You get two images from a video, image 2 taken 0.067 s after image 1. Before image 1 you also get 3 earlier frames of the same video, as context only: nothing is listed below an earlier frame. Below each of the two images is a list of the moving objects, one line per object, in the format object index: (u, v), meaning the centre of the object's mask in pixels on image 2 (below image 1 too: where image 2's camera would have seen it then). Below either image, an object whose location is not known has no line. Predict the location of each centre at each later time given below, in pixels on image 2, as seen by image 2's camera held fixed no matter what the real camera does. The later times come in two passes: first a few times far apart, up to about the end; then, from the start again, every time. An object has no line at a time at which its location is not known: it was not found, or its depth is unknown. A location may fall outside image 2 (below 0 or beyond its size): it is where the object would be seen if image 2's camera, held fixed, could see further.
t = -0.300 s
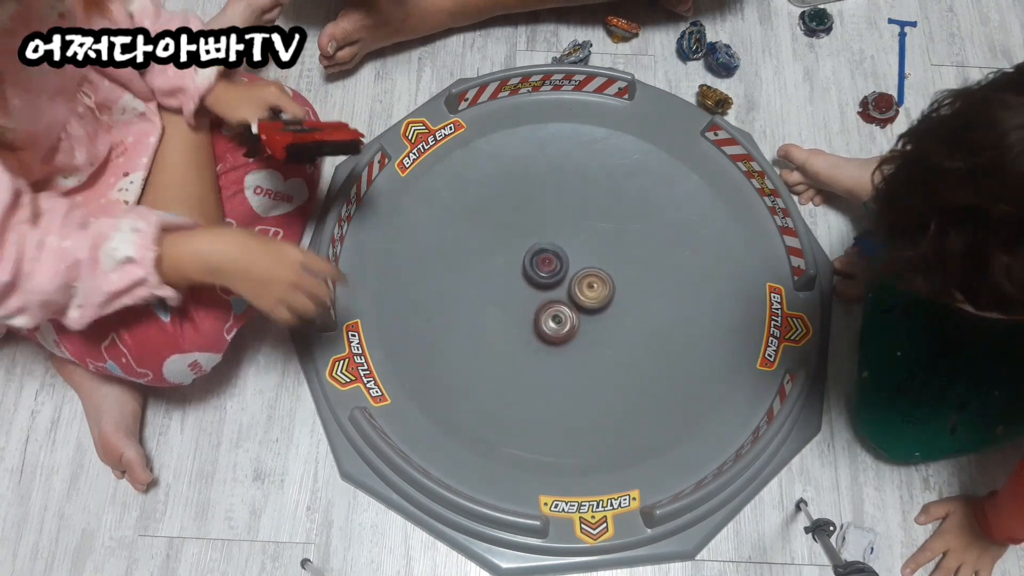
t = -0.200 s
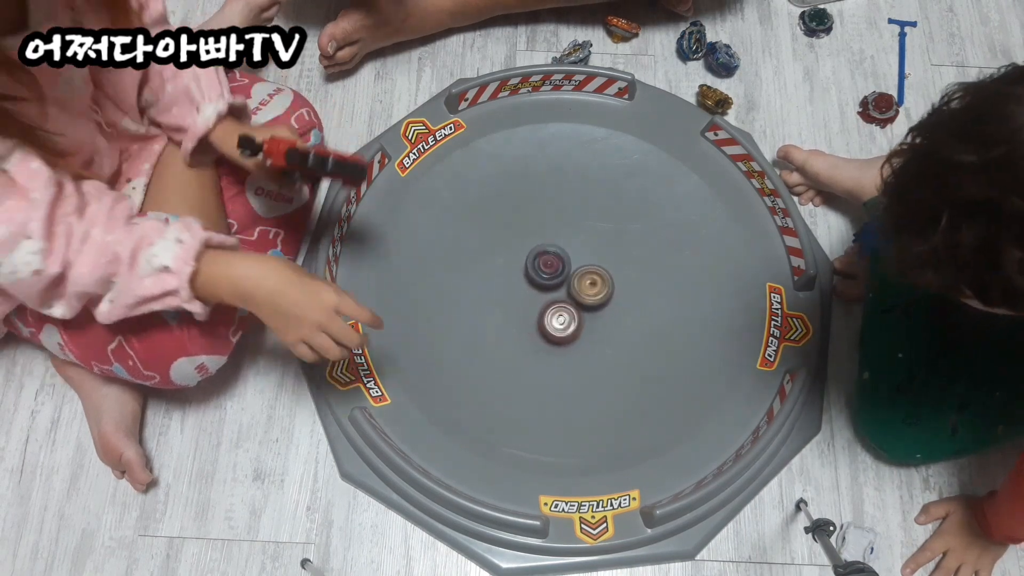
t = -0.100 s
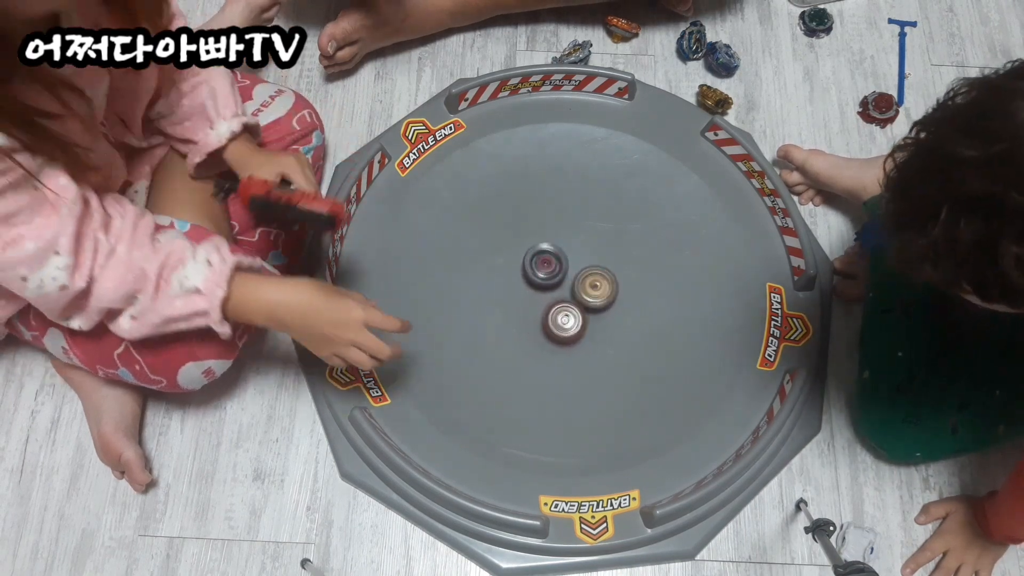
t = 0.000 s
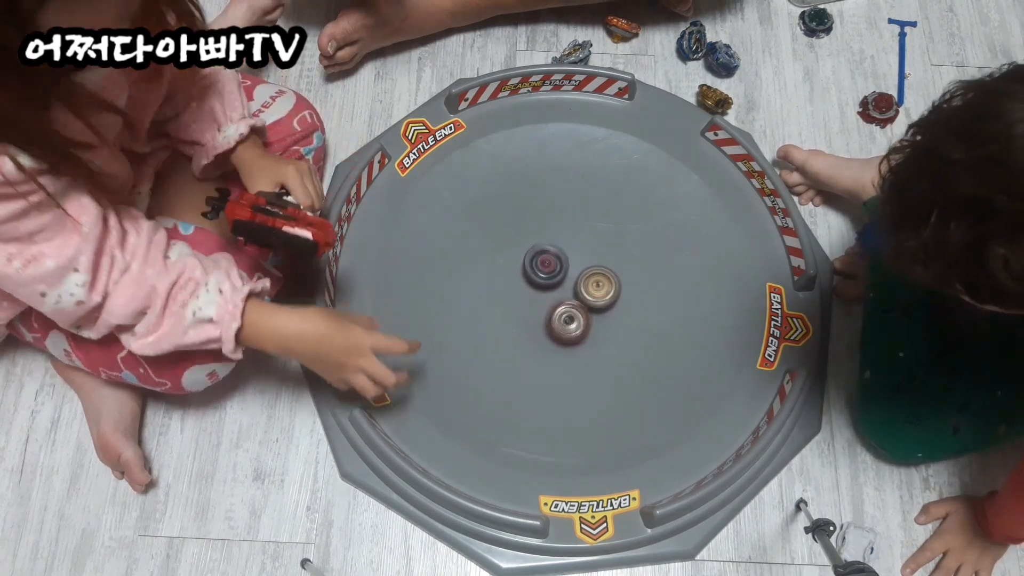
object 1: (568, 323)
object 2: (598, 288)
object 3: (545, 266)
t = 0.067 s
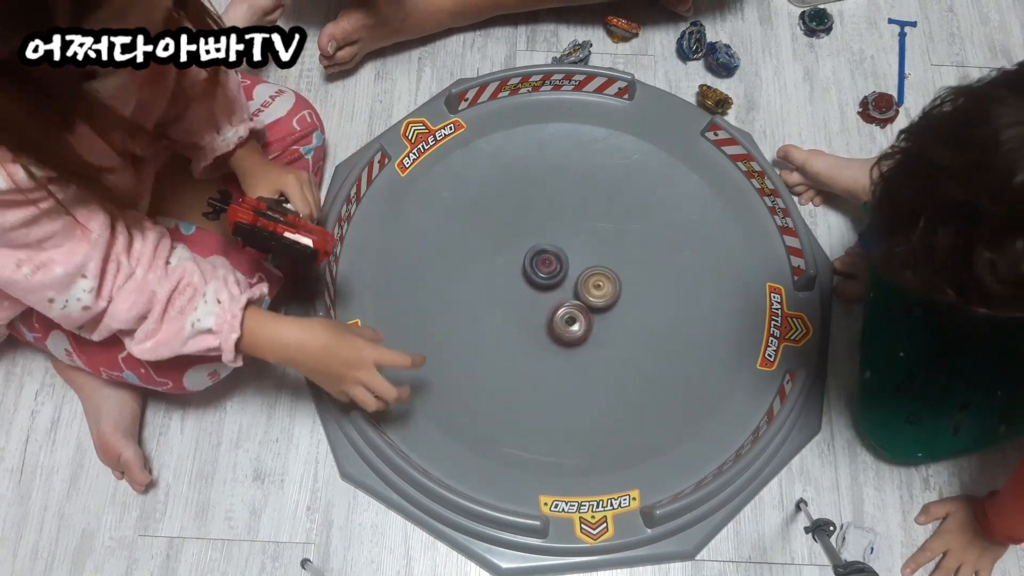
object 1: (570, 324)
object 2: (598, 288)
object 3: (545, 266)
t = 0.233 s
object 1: (573, 325)
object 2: (597, 288)
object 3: (551, 269)
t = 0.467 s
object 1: (570, 324)
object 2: (600, 289)
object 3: (552, 274)
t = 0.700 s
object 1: (561, 322)
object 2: (603, 288)
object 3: (553, 275)
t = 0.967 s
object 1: (565, 318)
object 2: (600, 285)
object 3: (553, 272)
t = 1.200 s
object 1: (572, 318)
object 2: (600, 284)
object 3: (545, 270)
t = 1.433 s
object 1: (570, 320)
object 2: (598, 279)
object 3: (542, 272)
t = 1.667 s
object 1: (571, 319)
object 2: (593, 273)
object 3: (547, 279)
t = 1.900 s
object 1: (574, 320)
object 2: (595, 270)
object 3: (544, 282)
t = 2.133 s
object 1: (578, 321)
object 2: (591, 269)
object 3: (547, 283)
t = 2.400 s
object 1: (580, 320)
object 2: (593, 269)
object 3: (545, 288)
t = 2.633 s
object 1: (586, 319)
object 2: (592, 272)
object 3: (547, 290)
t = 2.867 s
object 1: (590, 320)
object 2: (593, 274)
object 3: (545, 294)
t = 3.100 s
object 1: (590, 321)
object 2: (592, 277)
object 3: (542, 297)
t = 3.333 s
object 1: (586, 322)
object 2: (587, 275)
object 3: (545, 295)
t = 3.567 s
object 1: (587, 318)
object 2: (586, 269)
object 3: (544, 292)
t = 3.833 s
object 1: (599, 307)
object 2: (585, 264)
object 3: (546, 290)
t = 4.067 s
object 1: (603, 307)
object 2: (588, 262)
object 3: (546, 290)
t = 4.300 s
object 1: (599, 304)
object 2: (592, 261)
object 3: (545, 292)
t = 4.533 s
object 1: (603, 312)
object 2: (594, 263)
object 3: (543, 289)
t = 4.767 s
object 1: (600, 310)
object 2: (589, 266)
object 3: (544, 287)
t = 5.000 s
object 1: (599, 307)
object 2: (585, 264)
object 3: (542, 286)
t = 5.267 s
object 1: (603, 300)
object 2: (582, 260)
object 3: (544, 285)
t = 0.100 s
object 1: (570, 323)
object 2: (598, 288)
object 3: (546, 266)
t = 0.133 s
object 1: (571, 324)
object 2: (598, 288)
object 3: (547, 267)
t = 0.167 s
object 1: (572, 324)
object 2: (598, 288)
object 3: (548, 268)
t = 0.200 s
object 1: (572, 325)
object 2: (597, 288)
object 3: (550, 269)
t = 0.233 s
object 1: (573, 325)
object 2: (597, 288)
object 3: (551, 269)
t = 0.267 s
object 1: (572, 325)
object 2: (597, 288)
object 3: (552, 270)
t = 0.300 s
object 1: (572, 325)
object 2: (599, 289)
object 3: (551, 271)
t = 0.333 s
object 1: (573, 325)
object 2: (599, 289)
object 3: (551, 272)
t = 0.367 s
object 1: (573, 325)
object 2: (599, 289)
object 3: (551, 272)
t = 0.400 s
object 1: (572, 325)
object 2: (600, 289)
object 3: (552, 273)
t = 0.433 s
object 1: (572, 325)
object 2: (600, 289)
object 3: (552, 273)
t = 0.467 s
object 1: (570, 324)
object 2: (600, 289)
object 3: (552, 274)
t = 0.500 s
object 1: (568, 324)
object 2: (600, 288)
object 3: (553, 275)
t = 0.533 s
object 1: (565, 324)
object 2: (600, 288)
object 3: (554, 275)
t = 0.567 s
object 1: (564, 323)
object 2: (601, 288)
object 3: (554, 276)
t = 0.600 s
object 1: (563, 323)
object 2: (602, 288)
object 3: (553, 276)
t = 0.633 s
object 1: (561, 324)
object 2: (603, 288)
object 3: (553, 276)
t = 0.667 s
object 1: (561, 322)
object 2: (603, 288)
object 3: (553, 275)
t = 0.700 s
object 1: (561, 322)
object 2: (603, 288)
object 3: (553, 275)
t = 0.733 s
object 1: (562, 321)
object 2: (603, 288)
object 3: (553, 275)
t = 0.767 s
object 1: (561, 320)
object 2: (603, 287)
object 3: (553, 275)
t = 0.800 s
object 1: (561, 320)
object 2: (603, 287)
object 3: (552, 274)
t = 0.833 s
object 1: (561, 319)
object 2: (603, 287)
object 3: (553, 273)
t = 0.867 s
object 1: (563, 318)
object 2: (602, 287)
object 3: (552, 273)
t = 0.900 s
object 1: (564, 319)
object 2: (602, 286)
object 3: (552, 272)
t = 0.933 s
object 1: (565, 319)
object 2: (601, 286)
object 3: (553, 272)
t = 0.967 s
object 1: (565, 318)
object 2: (600, 285)
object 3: (553, 272)
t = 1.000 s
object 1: (566, 317)
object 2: (599, 285)
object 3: (553, 271)
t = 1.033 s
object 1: (568, 317)
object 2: (598, 284)
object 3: (552, 271)
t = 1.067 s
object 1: (569, 319)
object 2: (599, 285)
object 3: (550, 271)
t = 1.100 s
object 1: (570, 317)
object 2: (600, 285)
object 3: (549, 271)
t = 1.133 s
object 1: (572, 318)
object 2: (600, 284)
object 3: (548, 270)
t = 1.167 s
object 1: (573, 318)
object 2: (601, 284)
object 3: (546, 270)
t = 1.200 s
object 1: (572, 318)
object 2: (600, 284)
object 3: (545, 270)
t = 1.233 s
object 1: (573, 317)
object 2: (601, 284)
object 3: (544, 270)
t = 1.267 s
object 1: (574, 318)
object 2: (600, 283)
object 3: (543, 270)
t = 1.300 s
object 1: (574, 318)
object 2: (600, 282)
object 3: (542, 270)
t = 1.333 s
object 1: (573, 318)
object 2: (599, 282)
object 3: (542, 271)
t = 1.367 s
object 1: (573, 318)
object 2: (599, 281)
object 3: (542, 271)
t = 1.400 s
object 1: (571, 319)
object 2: (599, 281)
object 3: (542, 272)
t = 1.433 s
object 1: (570, 320)
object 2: (598, 279)
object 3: (542, 272)
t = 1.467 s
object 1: (570, 319)
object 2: (598, 278)
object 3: (542, 273)
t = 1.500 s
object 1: (569, 319)
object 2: (597, 278)
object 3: (543, 274)
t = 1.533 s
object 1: (569, 318)
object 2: (597, 277)
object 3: (544, 275)
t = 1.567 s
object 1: (569, 317)
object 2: (596, 276)
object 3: (545, 276)
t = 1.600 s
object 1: (568, 318)
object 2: (595, 275)
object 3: (545, 277)
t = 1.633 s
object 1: (570, 318)
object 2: (594, 274)
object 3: (546, 278)
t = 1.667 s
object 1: (571, 319)
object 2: (593, 273)
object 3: (547, 279)
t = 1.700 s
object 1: (571, 318)
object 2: (594, 273)
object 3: (545, 280)
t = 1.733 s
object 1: (572, 318)
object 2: (595, 272)
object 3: (545, 281)
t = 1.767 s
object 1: (572, 319)
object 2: (595, 272)
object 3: (545, 281)
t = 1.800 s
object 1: (572, 318)
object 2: (595, 271)
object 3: (544, 282)
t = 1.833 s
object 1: (573, 320)
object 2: (595, 271)
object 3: (544, 282)
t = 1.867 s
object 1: (573, 320)
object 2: (595, 270)
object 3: (544, 282)
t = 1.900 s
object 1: (574, 320)
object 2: (595, 270)
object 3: (544, 282)
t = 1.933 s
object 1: (575, 320)
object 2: (594, 270)
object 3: (544, 282)
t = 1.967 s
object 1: (576, 321)
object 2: (594, 270)
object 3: (544, 282)
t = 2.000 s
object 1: (576, 321)
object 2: (594, 269)
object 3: (545, 282)
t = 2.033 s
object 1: (576, 321)
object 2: (593, 269)
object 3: (545, 282)
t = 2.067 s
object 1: (576, 320)
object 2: (592, 269)
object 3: (546, 283)
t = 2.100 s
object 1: (577, 321)
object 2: (591, 269)
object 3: (547, 283)
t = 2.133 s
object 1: (578, 321)
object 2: (591, 269)
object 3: (547, 283)
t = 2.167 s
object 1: (577, 321)
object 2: (591, 269)
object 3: (548, 284)
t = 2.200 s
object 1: (577, 321)
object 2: (591, 269)
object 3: (548, 284)
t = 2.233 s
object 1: (578, 321)
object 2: (591, 269)
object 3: (547, 285)
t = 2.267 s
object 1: (578, 321)
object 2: (591, 269)
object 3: (547, 285)
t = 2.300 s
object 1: (578, 321)
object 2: (593, 269)
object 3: (547, 287)
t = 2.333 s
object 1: (579, 321)
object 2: (592, 269)
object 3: (546, 287)
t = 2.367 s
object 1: (581, 320)
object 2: (593, 268)
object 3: (546, 287)
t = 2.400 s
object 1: (580, 320)
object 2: (593, 269)
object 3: (545, 288)
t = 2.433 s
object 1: (580, 319)
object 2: (593, 269)
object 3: (545, 288)
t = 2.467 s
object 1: (581, 319)
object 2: (593, 269)
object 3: (545, 288)
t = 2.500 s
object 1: (583, 319)
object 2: (593, 270)
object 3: (545, 289)
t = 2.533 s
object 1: (583, 319)
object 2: (593, 270)
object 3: (546, 289)
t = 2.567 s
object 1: (583, 319)
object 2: (593, 271)
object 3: (546, 289)
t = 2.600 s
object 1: (584, 318)
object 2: (592, 271)
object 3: (546, 290)
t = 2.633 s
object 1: (586, 319)
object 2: (592, 272)
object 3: (547, 290)
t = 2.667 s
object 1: (586, 320)
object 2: (591, 272)
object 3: (548, 290)
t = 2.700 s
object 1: (586, 319)
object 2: (590, 273)
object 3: (548, 290)
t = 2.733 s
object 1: (588, 319)
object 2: (591, 273)
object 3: (548, 292)
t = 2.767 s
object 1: (589, 320)
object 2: (590, 274)
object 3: (548, 292)
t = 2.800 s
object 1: (588, 320)
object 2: (591, 274)
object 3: (546, 293)
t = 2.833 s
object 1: (589, 320)
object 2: (593, 274)
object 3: (546, 294)
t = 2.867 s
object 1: (590, 320)
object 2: (593, 274)
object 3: (545, 294)
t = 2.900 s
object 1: (590, 321)
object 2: (593, 275)
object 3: (543, 294)
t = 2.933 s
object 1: (590, 321)
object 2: (593, 275)
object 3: (544, 295)
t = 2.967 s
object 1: (590, 321)
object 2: (593, 275)
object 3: (543, 295)
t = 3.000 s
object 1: (590, 320)
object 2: (593, 276)
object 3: (542, 296)
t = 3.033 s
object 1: (591, 321)
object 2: (593, 276)
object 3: (542, 297)
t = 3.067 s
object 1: (590, 321)
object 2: (592, 276)
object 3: (542, 296)
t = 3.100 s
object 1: (590, 321)
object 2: (592, 277)
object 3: (542, 297)
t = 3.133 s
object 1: (588, 320)
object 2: (591, 277)
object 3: (543, 297)
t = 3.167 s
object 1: (587, 320)
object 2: (591, 277)
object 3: (543, 297)
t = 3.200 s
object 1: (586, 322)
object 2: (591, 277)
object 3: (543, 297)
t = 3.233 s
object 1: (586, 323)
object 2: (590, 276)
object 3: (543, 297)
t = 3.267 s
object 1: (586, 323)
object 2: (589, 276)
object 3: (544, 296)
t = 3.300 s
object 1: (586, 322)
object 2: (588, 276)
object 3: (544, 295)
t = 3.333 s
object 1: (586, 322)
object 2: (587, 275)
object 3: (545, 295)
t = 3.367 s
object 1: (587, 323)
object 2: (587, 274)
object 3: (545, 294)
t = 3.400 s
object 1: (587, 322)
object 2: (587, 274)
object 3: (545, 294)
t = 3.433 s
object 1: (587, 322)
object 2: (587, 273)
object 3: (546, 293)
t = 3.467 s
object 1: (587, 321)
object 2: (587, 272)
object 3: (545, 293)
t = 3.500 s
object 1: (587, 321)
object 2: (586, 271)
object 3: (545, 293)
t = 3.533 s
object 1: (588, 320)
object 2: (586, 270)
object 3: (546, 292)
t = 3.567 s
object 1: (587, 318)
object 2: (586, 269)
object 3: (544, 292)
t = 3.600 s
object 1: (589, 316)
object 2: (586, 269)
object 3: (545, 293)
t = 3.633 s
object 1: (590, 313)
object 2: (586, 267)
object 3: (546, 291)
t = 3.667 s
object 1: (591, 312)
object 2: (586, 267)
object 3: (544, 291)
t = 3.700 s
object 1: (593, 310)
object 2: (585, 266)
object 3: (545, 291)
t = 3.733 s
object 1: (595, 308)
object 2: (585, 265)
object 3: (546, 291)
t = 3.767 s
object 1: (597, 307)
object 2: (586, 265)
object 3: (545, 290)
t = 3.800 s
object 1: (598, 307)
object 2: (585, 265)
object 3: (545, 290)
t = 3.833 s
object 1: (599, 307)
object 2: (585, 264)
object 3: (546, 290)
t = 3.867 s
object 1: (600, 307)
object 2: (585, 264)
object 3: (547, 289)
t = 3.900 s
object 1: (602, 307)
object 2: (585, 264)
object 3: (546, 289)
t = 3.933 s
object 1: (602, 307)
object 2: (585, 263)
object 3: (547, 288)
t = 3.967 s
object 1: (602, 307)
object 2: (585, 263)
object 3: (547, 289)
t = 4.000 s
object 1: (601, 307)
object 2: (585, 263)
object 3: (547, 289)
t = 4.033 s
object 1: (602, 306)
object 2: (586, 263)
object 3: (547, 288)
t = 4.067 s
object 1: (603, 307)
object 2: (588, 262)
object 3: (546, 290)
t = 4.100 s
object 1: (603, 307)
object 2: (588, 262)
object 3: (547, 290)
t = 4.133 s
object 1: (602, 307)
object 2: (588, 261)
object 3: (546, 289)
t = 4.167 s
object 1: (601, 307)
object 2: (590, 260)
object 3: (545, 290)
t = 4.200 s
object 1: (602, 306)
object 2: (590, 261)
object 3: (546, 291)
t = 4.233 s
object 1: (601, 306)
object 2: (590, 261)
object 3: (546, 291)
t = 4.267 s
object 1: (600, 305)
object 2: (591, 260)
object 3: (545, 291)
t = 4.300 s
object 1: (599, 304)
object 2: (592, 261)
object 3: (545, 292)
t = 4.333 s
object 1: (596, 304)
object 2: (593, 261)
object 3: (547, 292)
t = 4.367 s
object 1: (594, 305)
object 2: (593, 261)
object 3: (547, 291)
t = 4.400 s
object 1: (594, 307)
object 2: (594, 261)
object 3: (545, 291)
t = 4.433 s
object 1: (598, 308)
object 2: (594, 261)
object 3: (544, 292)
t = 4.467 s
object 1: (602, 309)
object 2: (594, 262)
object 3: (545, 292)
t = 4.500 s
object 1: (604, 311)
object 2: (594, 262)
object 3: (545, 290)
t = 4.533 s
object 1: (603, 312)
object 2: (594, 263)
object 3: (543, 289)
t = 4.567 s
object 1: (600, 312)
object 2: (594, 263)
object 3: (543, 291)
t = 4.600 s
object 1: (600, 311)
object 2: (593, 264)
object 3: (544, 290)
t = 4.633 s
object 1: (600, 311)
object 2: (593, 264)
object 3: (544, 288)
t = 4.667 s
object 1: (601, 311)
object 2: (592, 265)
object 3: (542, 288)
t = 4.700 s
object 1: (600, 312)
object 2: (591, 266)
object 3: (543, 289)
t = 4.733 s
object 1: (600, 311)
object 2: (590, 266)
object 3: (544, 289)
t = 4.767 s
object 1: (600, 310)
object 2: (589, 266)
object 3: (544, 287)
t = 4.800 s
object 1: (601, 310)
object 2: (588, 266)
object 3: (543, 287)
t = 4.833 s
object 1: (600, 309)
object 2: (587, 266)
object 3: (543, 287)
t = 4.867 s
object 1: (599, 309)
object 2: (585, 266)
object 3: (544, 287)
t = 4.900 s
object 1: (600, 308)
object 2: (586, 266)
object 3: (543, 287)
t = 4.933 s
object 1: (601, 308)
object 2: (586, 265)
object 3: (543, 288)
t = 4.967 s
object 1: (601, 309)
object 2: (586, 265)
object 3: (544, 287)
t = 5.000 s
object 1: (599, 307)
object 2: (585, 264)
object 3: (542, 286)
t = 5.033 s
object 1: (599, 305)
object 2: (585, 263)
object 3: (542, 287)
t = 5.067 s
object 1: (601, 303)
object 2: (584, 262)
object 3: (542, 287)
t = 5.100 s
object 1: (603, 303)
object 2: (584, 262)
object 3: (543, 286)
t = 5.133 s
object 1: (605, 304)
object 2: (584, 262)
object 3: (542, 286)
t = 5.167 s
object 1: (606, 305)
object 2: (584, 261)
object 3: (542, 286)
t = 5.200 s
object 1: (604, 304)
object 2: (583, 261)
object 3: (543, 287)
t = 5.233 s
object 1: (603, 302)
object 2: (583, 260)
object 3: (544, 286)
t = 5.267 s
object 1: (603, 300)
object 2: (582, 260)
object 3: (544, 285)
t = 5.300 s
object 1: (604, 299)
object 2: (581, 260)
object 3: (544, 285)
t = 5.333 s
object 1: (606, 298)
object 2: (582, 260)
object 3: (545, 286)
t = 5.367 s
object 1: (608, 298)
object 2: (582, 260)
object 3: (546, 286)
